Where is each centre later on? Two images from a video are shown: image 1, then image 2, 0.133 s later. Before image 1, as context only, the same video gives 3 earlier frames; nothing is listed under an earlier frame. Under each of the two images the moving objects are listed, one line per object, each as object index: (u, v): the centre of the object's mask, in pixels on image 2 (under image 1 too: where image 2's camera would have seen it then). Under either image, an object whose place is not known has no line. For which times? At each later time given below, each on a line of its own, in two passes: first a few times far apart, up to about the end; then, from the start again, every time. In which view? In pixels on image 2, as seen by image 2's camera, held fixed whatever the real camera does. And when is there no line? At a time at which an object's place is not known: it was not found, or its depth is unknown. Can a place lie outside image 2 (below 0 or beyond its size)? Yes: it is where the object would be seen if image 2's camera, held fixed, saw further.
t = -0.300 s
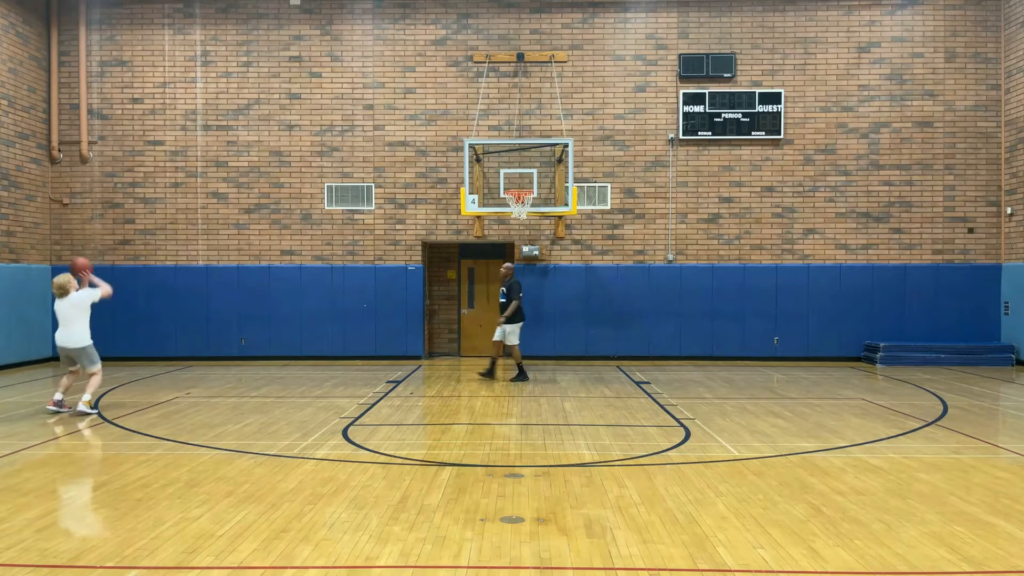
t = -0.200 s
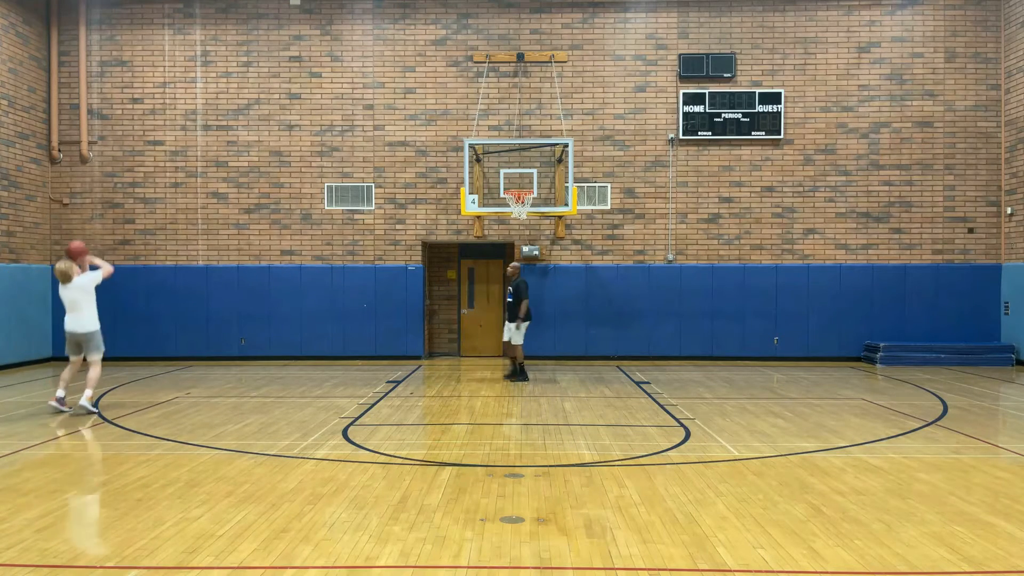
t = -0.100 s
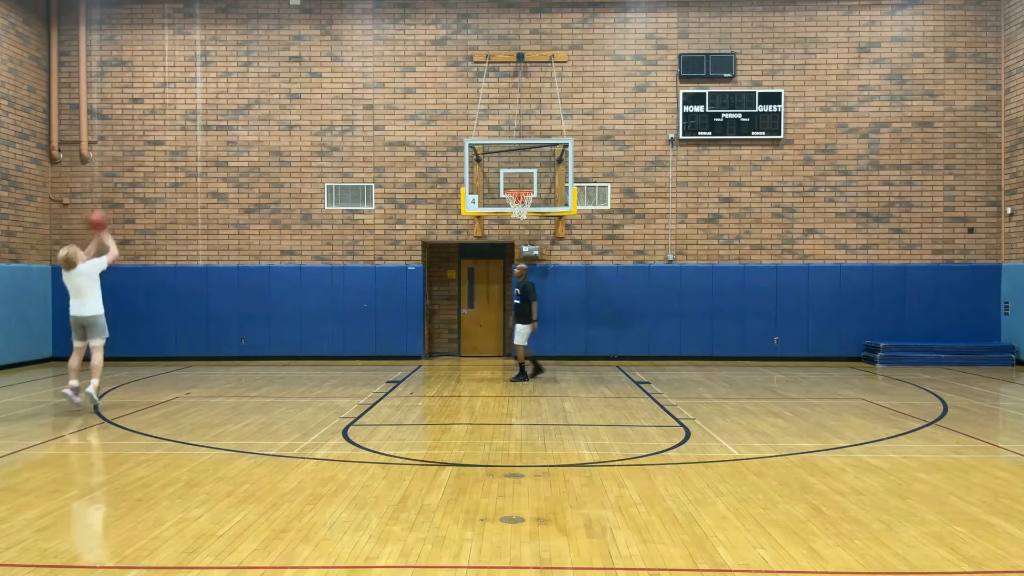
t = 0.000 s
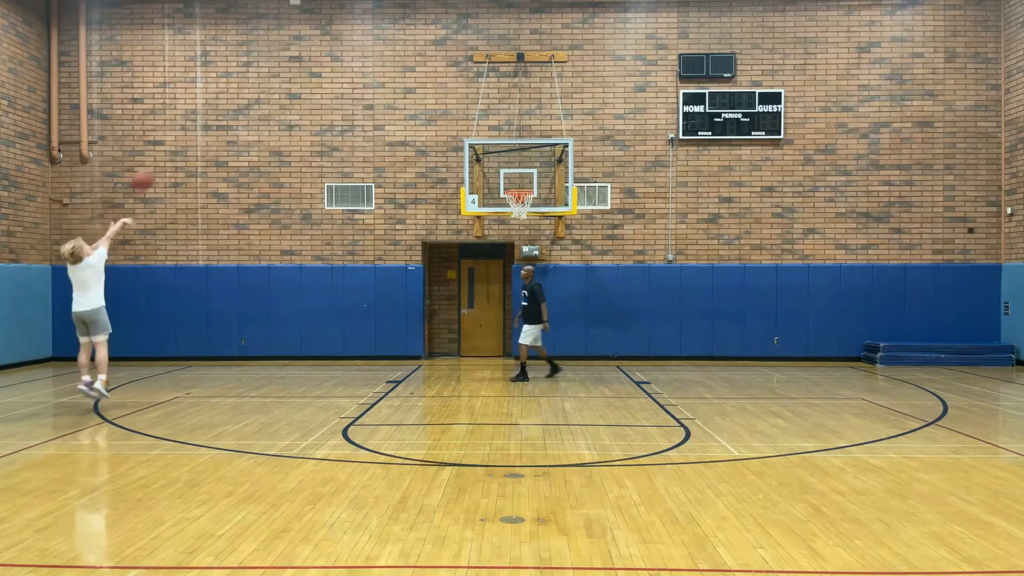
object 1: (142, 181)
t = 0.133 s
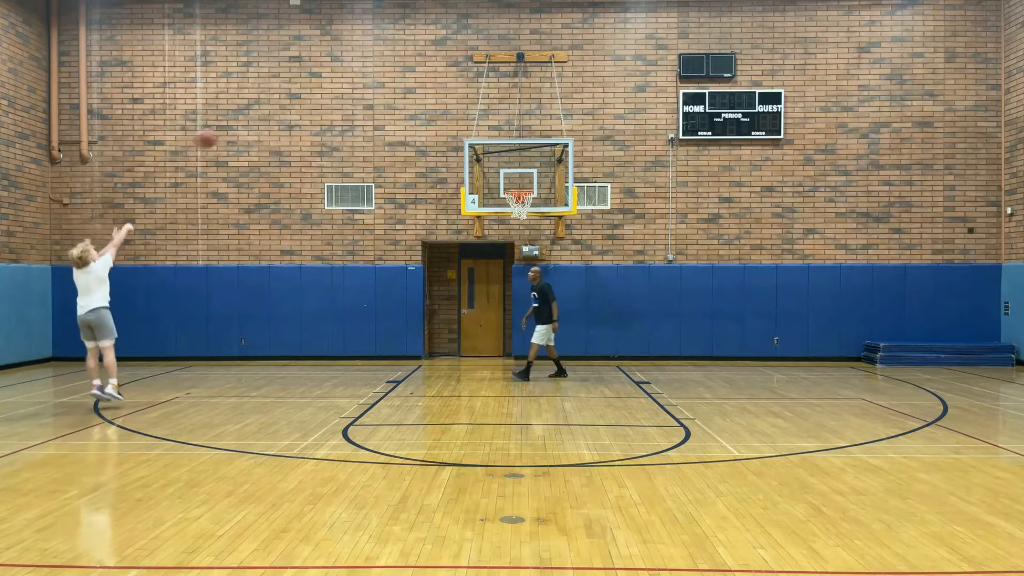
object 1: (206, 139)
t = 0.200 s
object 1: (237, 123)
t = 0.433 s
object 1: (332, 100)
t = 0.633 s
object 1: (404, 109)
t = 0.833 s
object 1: (470, 143)
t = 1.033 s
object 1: (527, 190)
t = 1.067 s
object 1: (520, 197)
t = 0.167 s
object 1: (221, 131)
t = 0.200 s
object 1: (237, 123)
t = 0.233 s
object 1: (250, 118)
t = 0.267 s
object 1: (265, 113)
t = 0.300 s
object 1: (278, 110)
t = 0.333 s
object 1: (292, 106)
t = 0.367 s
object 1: (306, 103)
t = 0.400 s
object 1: (318, 101)
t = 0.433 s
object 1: (332, 100)
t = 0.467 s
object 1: (344, 100)
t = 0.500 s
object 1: (356, 100)
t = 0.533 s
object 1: (368, 102)
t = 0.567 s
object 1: (382, 103)
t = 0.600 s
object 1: (392, 106)
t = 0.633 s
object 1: (404, 109)
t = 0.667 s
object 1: (415, 114)
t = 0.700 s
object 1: (426, 117)
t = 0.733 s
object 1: (437, 123)
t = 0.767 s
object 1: (448, 129)
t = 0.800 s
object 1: (459, 137)
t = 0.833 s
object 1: (470, 143)
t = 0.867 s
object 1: (480, 150)
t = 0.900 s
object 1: (489, 157)
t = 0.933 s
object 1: (499, 166)
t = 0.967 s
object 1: (509, 176)
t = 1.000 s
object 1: (519, 183)
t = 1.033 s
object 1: (527, 190)
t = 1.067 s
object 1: (520, 197)
